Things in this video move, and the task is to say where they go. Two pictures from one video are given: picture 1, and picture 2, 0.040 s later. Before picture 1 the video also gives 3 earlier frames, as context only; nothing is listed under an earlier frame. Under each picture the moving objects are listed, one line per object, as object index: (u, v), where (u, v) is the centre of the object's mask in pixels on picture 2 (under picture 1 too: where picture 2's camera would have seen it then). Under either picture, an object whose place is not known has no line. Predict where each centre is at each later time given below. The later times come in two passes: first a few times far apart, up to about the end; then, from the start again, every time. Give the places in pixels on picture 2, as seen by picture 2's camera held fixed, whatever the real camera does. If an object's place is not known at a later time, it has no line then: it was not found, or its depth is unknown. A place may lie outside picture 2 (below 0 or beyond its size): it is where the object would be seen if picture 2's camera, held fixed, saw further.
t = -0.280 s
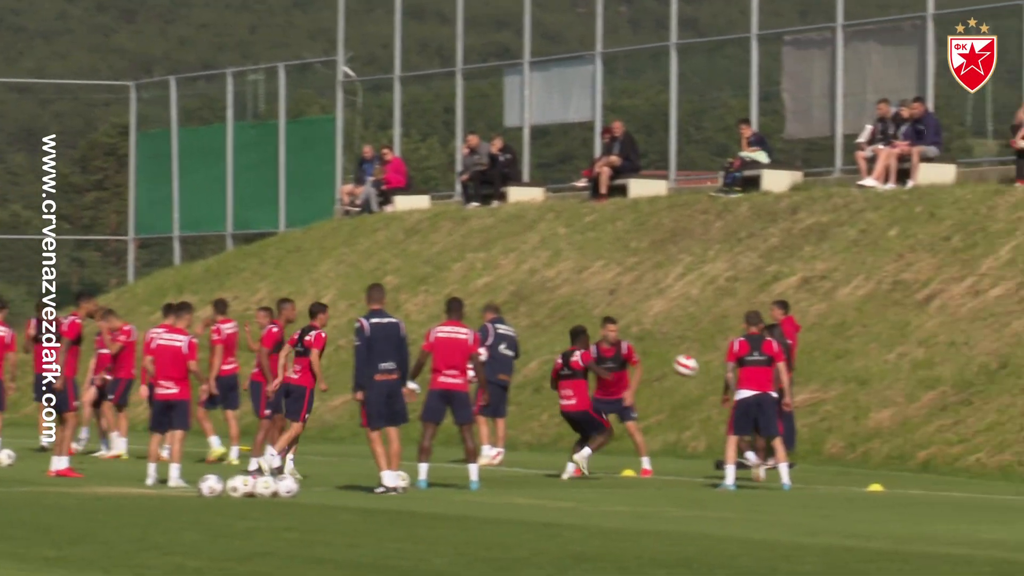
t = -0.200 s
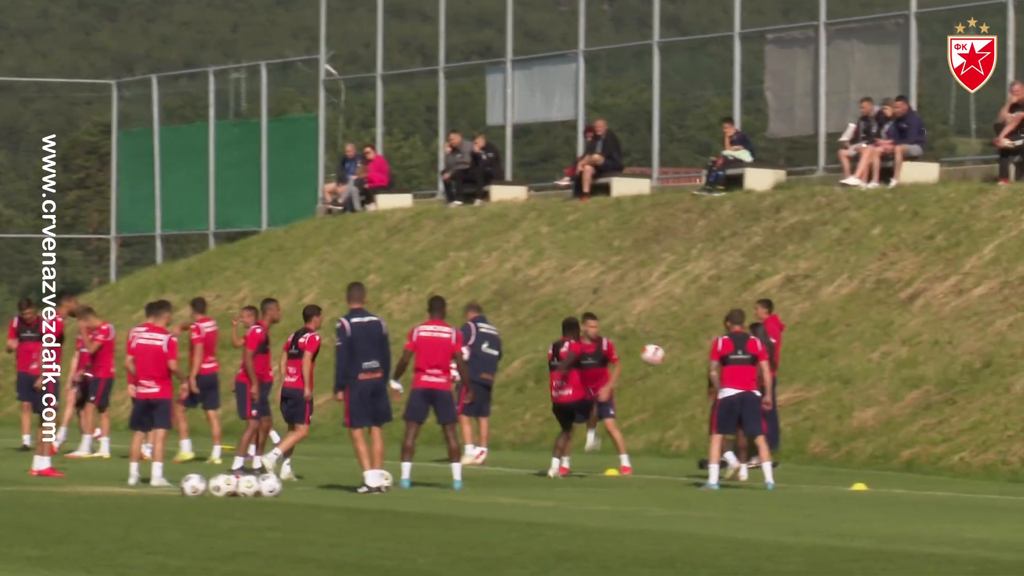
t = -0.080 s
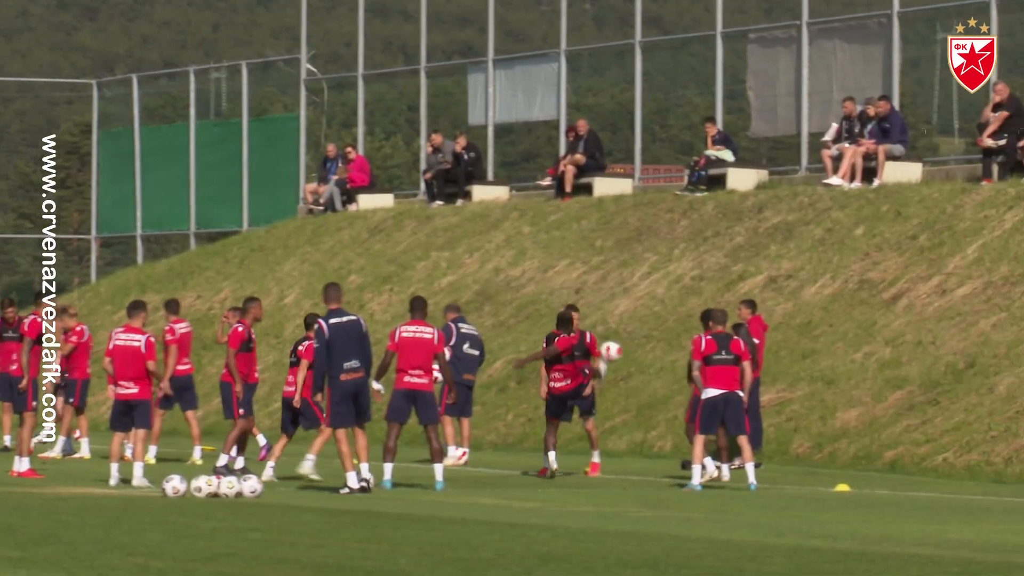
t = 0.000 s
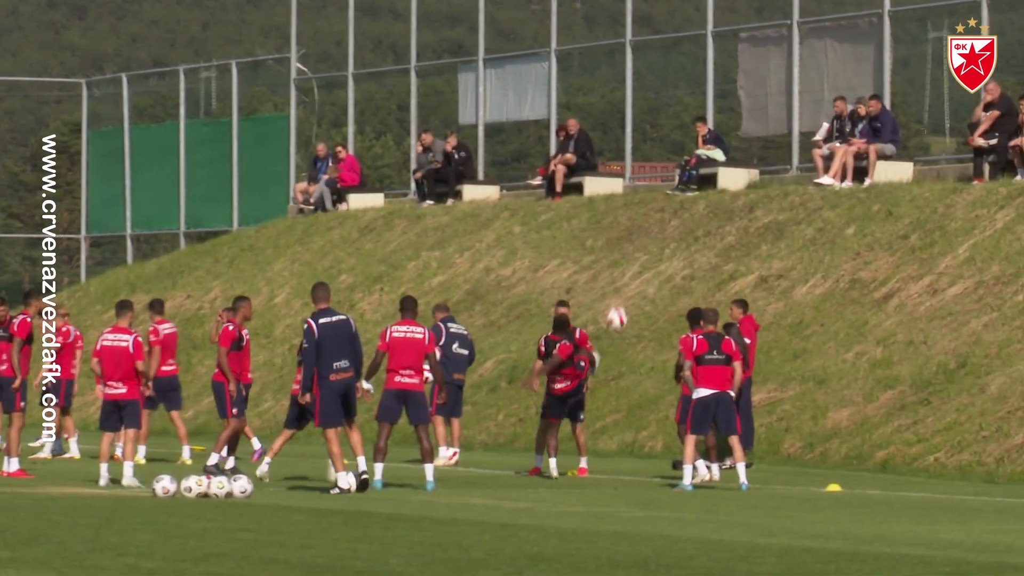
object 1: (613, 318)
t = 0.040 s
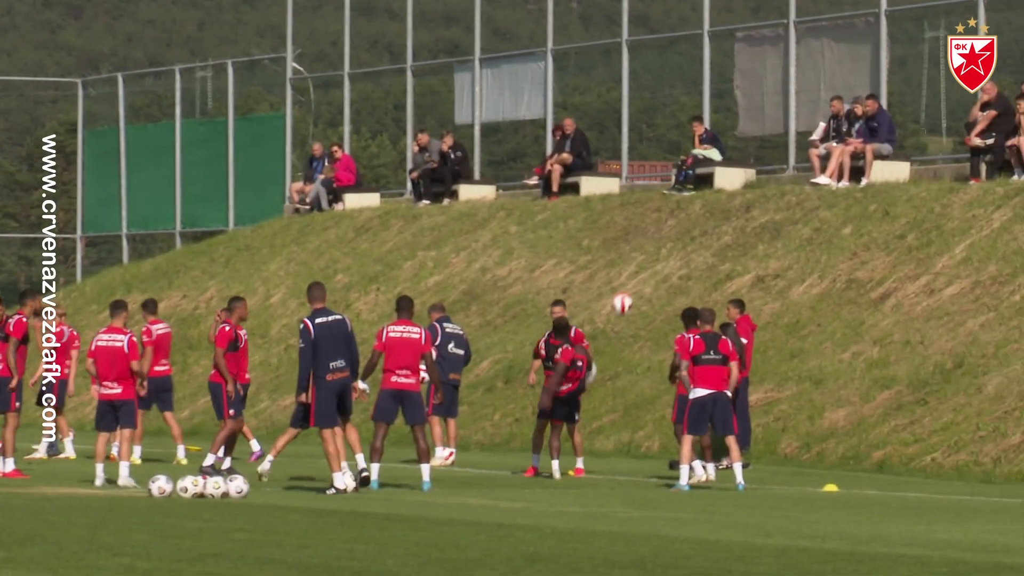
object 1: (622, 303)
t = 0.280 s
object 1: (674, 246)
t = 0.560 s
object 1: (735, 246)
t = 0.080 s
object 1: (631, 289)
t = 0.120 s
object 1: (639, 278)
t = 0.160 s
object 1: (648, 268)
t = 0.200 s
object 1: (657, 259)
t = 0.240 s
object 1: (666, 252)
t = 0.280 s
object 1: (674, 246)
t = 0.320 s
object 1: (683, 242)
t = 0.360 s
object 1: (692, 239)
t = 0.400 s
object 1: (700, 237)
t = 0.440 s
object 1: (709, 237)
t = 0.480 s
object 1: (718, 239)
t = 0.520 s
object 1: (727, 242)
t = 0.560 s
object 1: (735, 246)
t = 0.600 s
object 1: (744, 253)
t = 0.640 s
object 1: (752, 260)
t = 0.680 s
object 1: (760, 270)
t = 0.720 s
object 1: (769, 280)
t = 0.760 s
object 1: (778, 292)
